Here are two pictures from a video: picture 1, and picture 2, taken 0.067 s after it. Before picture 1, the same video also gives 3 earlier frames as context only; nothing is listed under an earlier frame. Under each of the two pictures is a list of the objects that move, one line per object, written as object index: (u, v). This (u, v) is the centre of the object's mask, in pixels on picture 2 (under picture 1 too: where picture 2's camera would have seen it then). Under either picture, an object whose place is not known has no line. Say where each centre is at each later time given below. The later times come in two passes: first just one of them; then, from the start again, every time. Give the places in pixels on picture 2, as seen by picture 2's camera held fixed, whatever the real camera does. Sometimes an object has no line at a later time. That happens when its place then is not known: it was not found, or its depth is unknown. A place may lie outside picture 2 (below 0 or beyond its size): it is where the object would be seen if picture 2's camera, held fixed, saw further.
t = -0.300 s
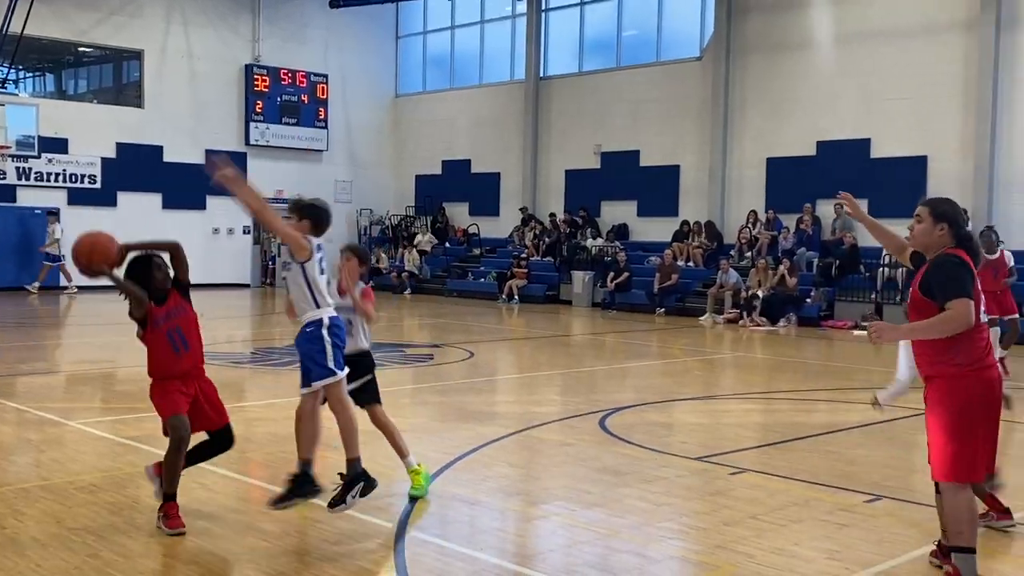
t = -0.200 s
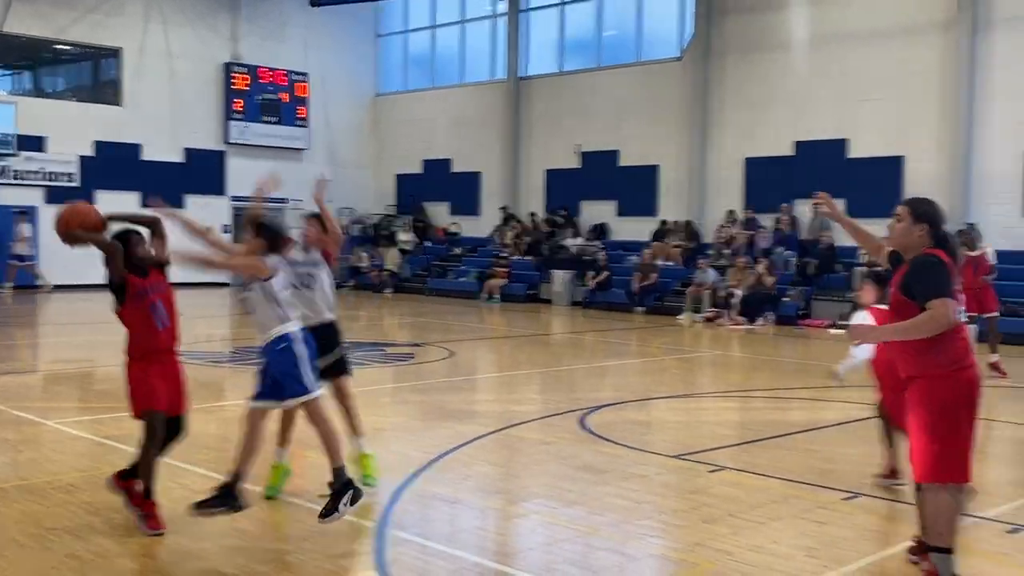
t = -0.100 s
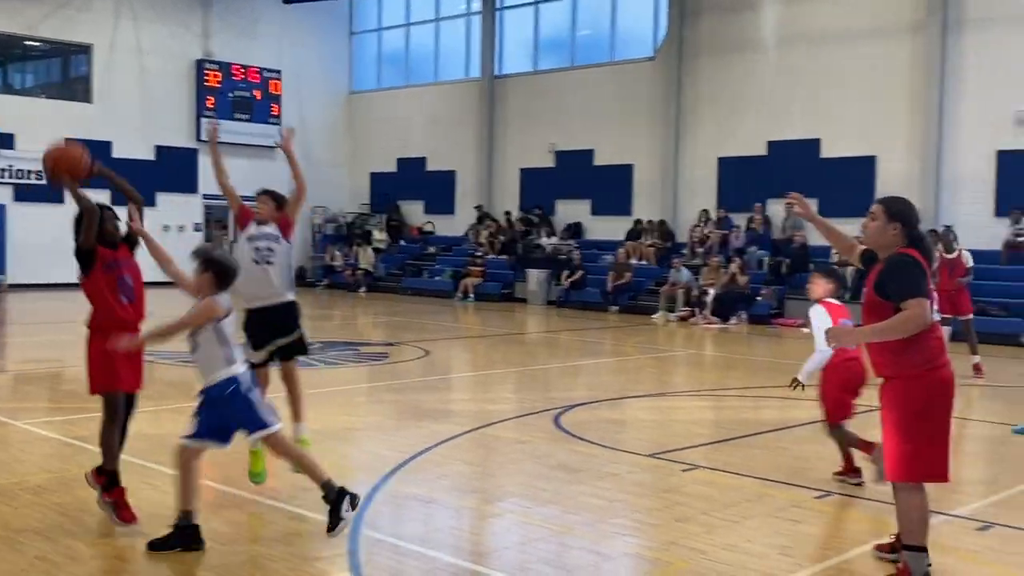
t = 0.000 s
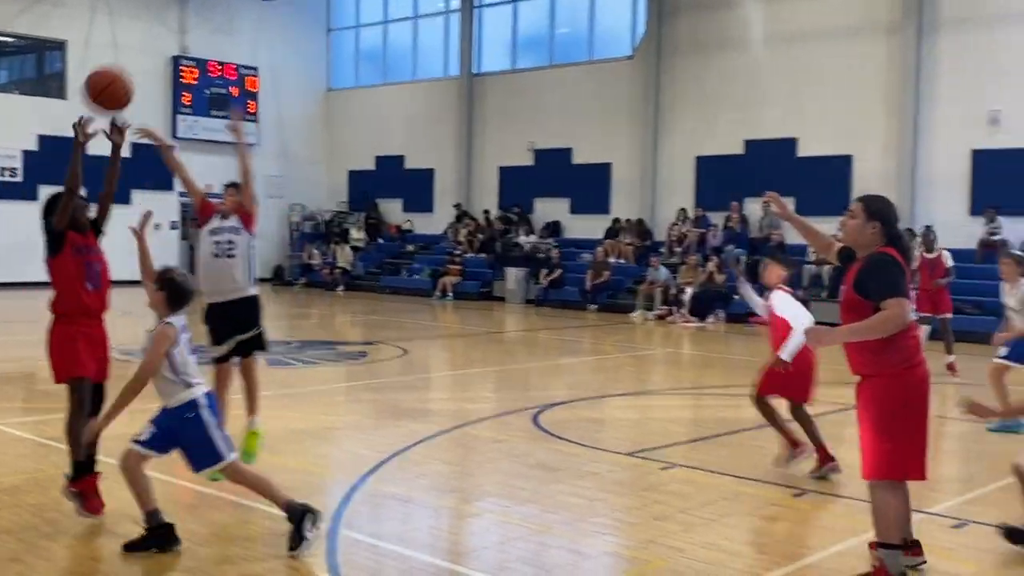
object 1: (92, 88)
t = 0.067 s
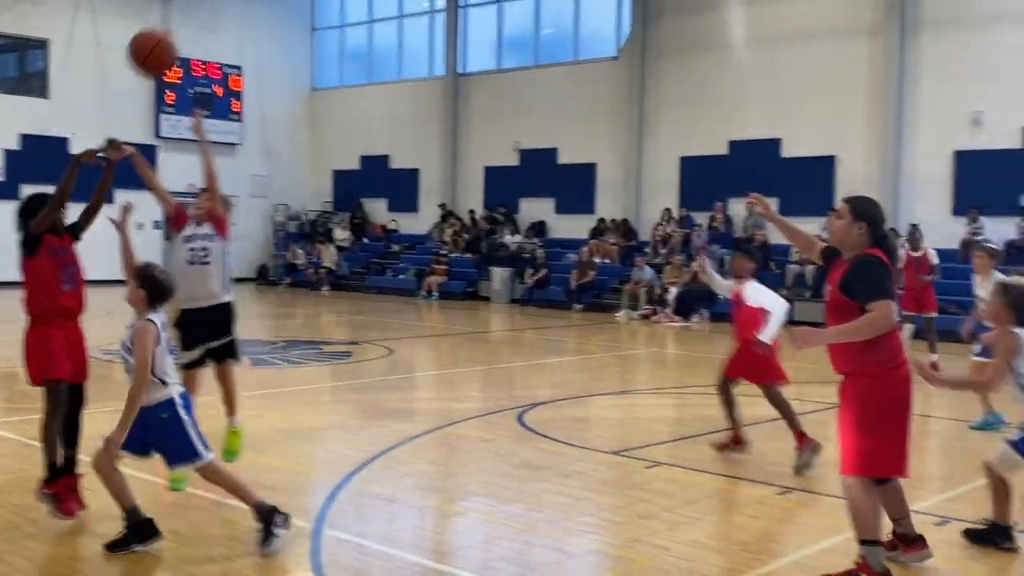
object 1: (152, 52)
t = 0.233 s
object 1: (318, 14)
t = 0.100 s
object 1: (185, 37)
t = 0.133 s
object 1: (217, 25)
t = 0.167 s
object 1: (251, 20)
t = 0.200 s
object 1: (285, 16)
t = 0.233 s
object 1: (318, 14)
